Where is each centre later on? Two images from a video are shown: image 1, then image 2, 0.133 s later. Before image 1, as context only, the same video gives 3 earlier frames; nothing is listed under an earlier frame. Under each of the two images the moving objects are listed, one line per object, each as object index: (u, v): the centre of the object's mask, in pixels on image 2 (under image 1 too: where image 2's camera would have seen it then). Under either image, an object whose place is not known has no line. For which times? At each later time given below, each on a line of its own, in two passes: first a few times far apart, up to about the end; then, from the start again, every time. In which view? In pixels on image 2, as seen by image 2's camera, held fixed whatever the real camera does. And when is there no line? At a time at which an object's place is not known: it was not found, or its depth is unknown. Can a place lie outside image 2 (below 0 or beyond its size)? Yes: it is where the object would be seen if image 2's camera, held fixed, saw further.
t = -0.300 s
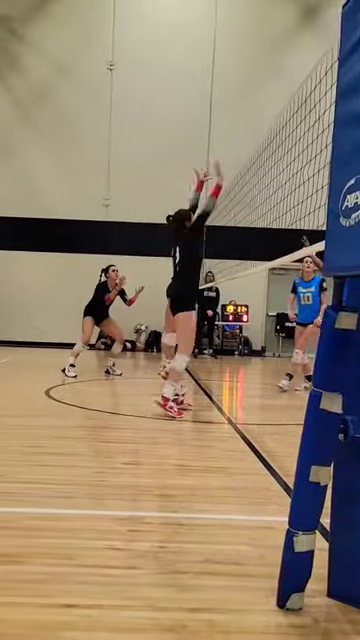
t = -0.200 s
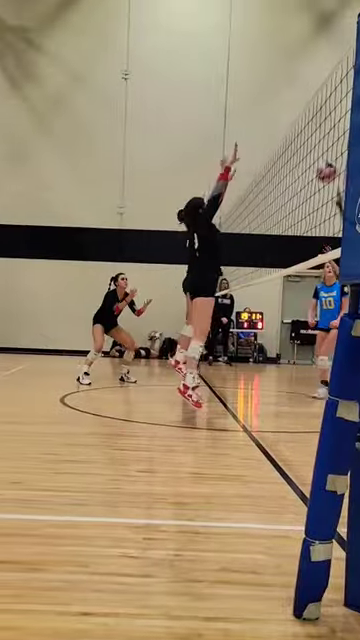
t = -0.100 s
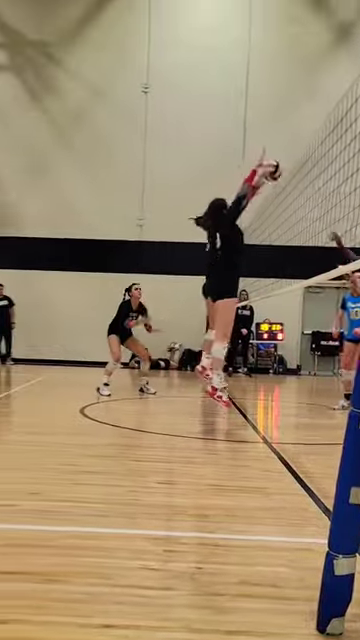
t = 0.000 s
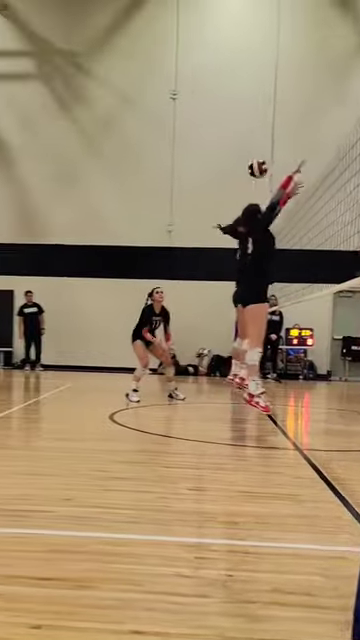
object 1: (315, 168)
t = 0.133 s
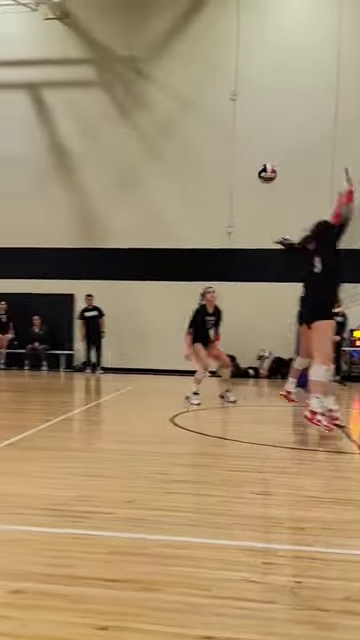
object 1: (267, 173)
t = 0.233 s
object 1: (235, 187)
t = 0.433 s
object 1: (169, 237)
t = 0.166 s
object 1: (256, 176)
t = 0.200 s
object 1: (246, 181)
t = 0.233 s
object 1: (235, 187)
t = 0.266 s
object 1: (223, 193)
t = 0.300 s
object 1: (213, 200)
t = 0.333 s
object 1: (201, 209)
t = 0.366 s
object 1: (190, 218)
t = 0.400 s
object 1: (179, 227)
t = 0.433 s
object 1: (169, 237)
